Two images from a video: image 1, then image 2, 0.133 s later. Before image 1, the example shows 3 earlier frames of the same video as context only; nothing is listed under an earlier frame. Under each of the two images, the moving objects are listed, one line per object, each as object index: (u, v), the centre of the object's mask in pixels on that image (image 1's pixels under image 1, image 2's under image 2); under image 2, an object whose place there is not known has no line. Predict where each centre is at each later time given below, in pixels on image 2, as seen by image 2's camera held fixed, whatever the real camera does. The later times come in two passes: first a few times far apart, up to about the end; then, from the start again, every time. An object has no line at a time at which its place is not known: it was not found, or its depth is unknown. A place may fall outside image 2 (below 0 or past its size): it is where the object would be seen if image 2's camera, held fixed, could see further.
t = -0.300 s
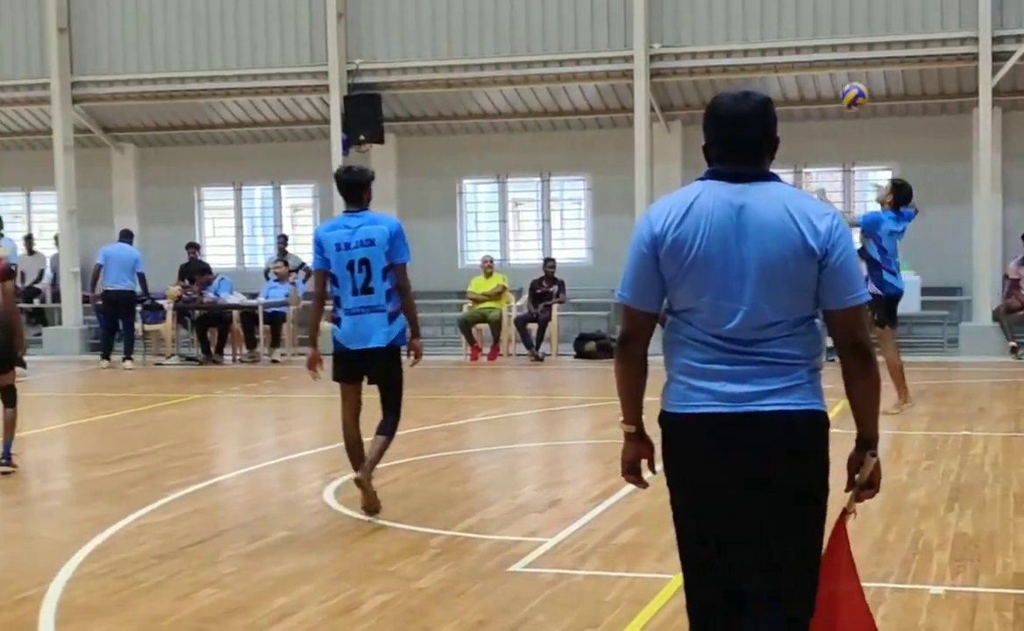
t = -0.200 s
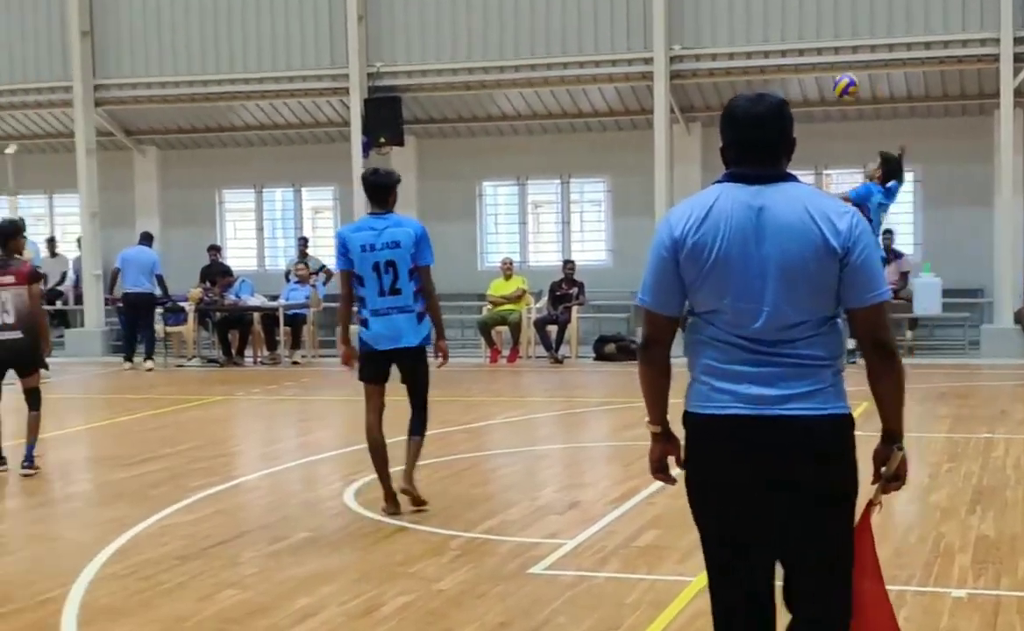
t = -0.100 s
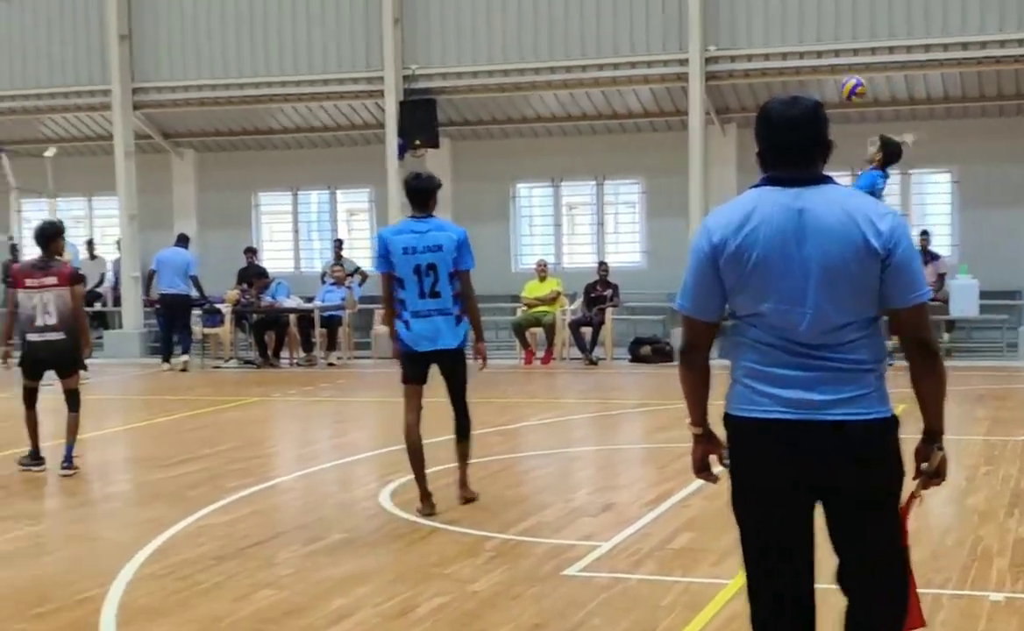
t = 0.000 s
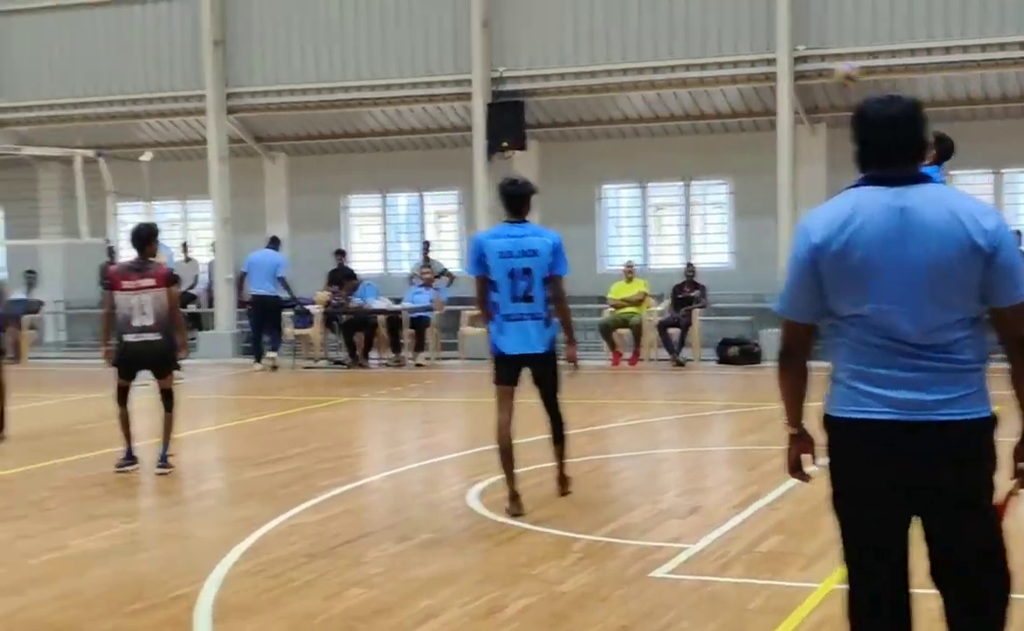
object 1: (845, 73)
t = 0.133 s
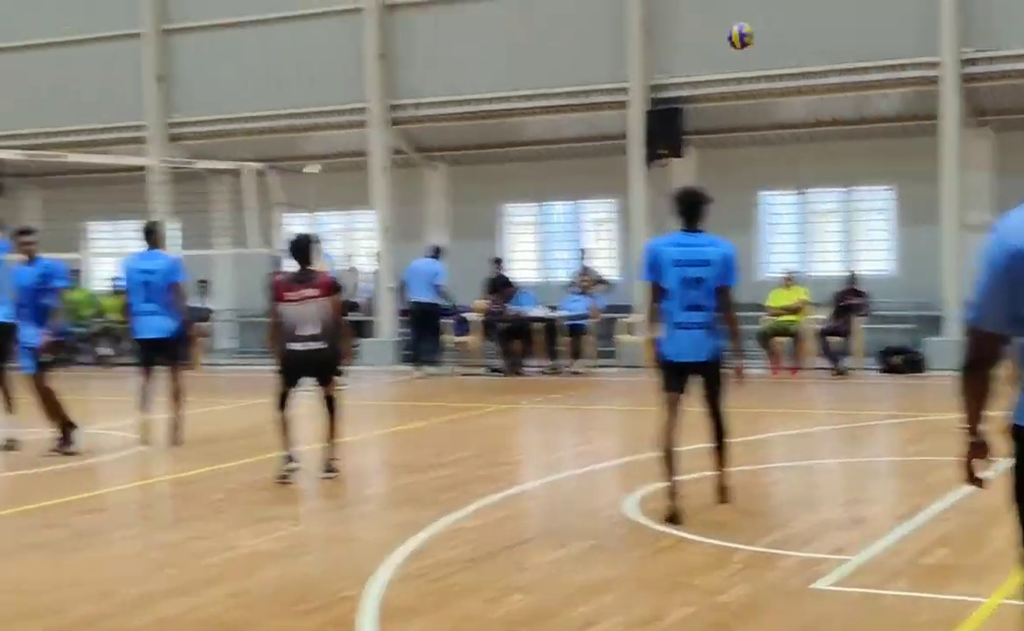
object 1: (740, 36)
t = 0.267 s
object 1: (525, 27)
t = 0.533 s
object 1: (162, 64)
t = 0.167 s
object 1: (684, 31)
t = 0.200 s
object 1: (630, 28)
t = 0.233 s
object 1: (576, 27)
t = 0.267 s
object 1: (525, 27)
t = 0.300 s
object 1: (476, 28)
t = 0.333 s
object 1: (427, 31)
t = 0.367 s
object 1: (380, 34)
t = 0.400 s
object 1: (334, 39)
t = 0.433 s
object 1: (289, 44)
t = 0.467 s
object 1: (246, 50)
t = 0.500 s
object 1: (204, 57)
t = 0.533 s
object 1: (162, 64)
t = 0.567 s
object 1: (122, 74)
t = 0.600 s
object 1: (83, 84)
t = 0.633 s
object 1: (44, 93)
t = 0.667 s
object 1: (6, 103)
